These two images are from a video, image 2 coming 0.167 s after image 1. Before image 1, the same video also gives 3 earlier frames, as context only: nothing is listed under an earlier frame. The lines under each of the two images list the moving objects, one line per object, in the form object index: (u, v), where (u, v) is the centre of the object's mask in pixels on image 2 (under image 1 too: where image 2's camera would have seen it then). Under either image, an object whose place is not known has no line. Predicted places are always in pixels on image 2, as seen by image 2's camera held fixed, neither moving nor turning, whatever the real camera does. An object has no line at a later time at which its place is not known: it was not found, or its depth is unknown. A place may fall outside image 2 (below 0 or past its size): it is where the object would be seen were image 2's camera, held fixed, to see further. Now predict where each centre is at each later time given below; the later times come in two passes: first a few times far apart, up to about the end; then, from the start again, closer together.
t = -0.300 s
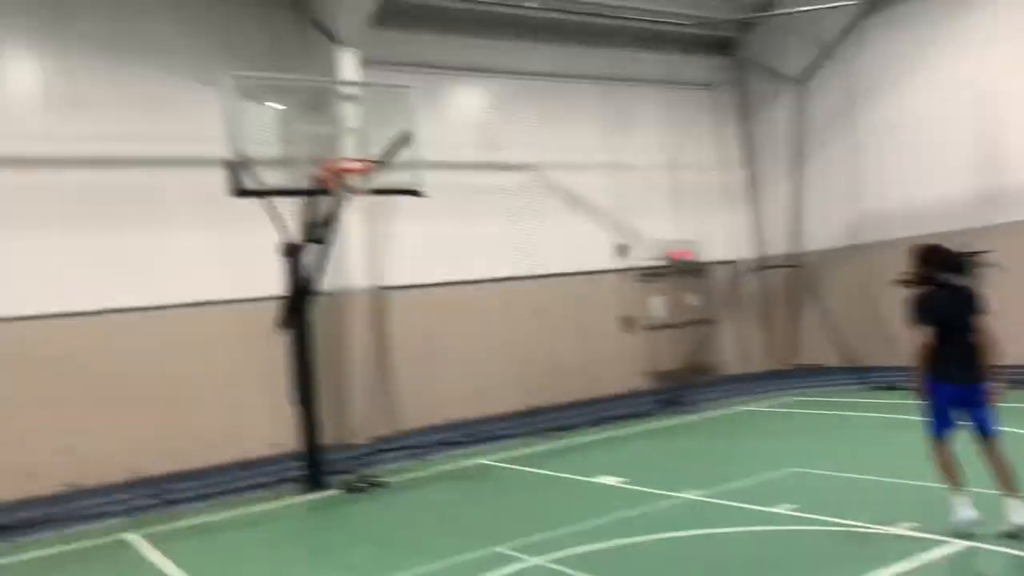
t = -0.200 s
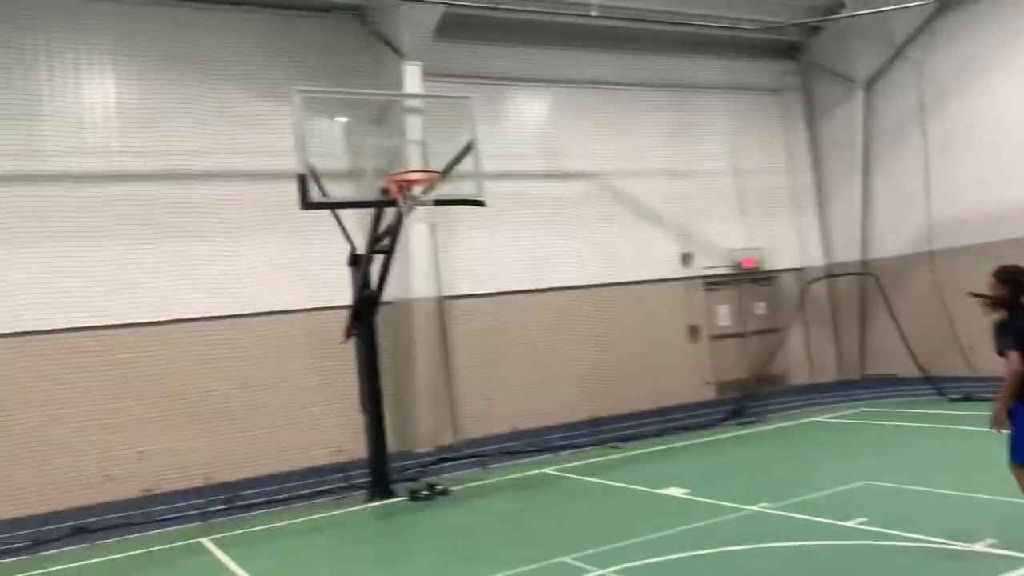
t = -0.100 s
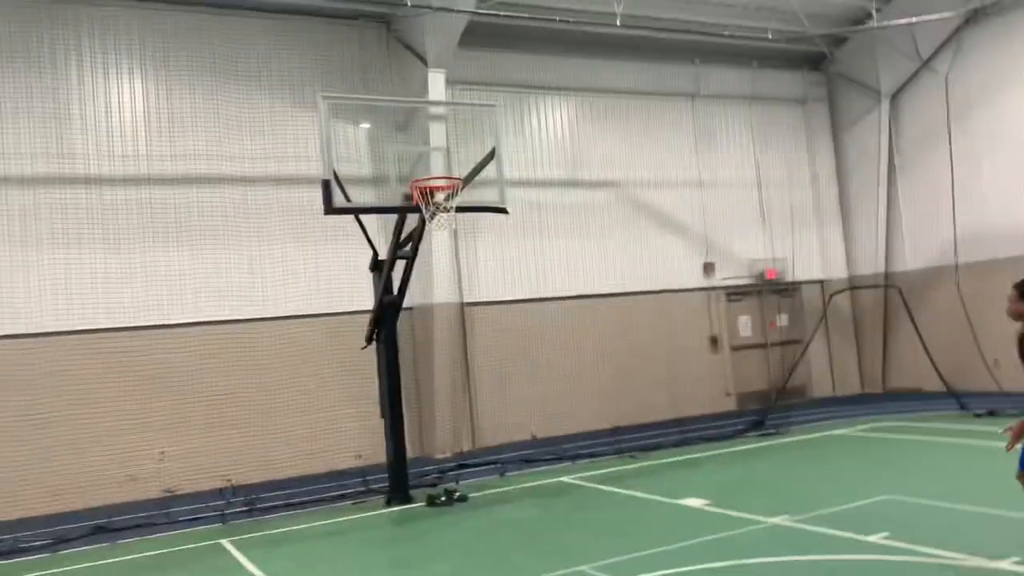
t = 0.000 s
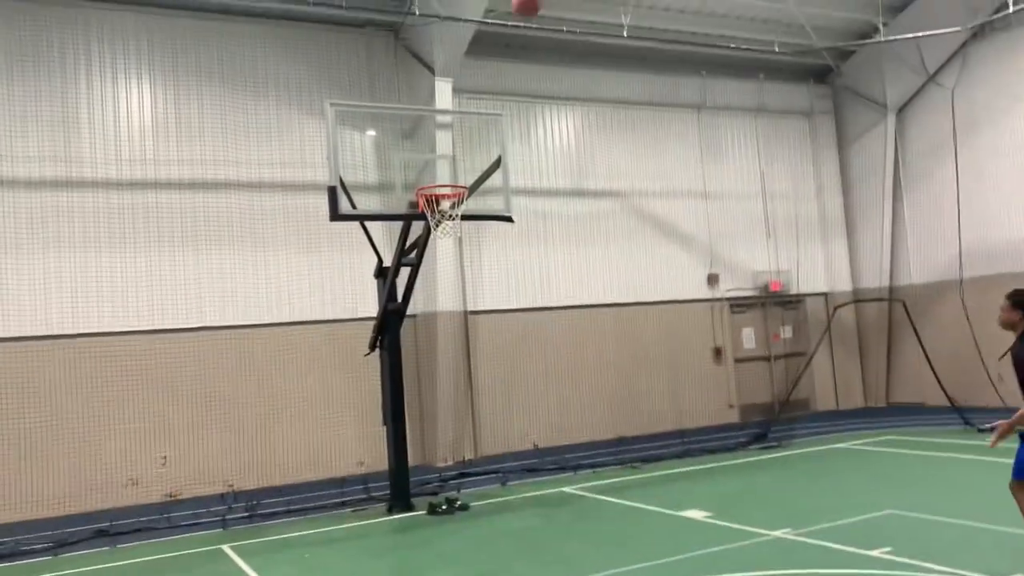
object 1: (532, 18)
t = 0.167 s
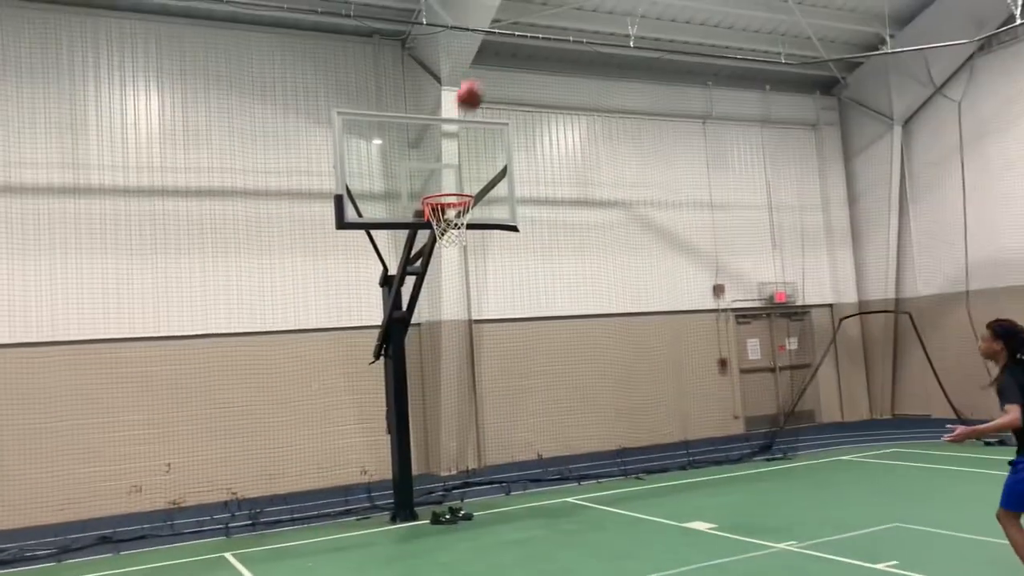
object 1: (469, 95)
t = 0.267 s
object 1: (434, 154)
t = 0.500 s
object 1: (341, 177)
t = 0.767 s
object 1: (232, 224)
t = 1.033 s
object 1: (132, 353)
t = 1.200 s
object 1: (66, 480)
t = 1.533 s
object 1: (-85, 455)
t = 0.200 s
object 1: (457, 114)
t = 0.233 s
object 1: (446, 134)
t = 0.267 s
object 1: (434, 154)
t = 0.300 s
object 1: (424, 175)
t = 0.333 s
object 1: (413, 186)
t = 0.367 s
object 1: (398, 182)
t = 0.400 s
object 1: (384, 179)
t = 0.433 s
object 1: (370, 177)
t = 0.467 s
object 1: (355, 175)
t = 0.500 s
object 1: (341, 177)
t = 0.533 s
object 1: (328, 179)
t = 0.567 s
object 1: (313, 181)
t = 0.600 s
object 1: (299, 185)
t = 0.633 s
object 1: (285, 190)
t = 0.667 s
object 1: (271, 197)
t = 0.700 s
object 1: (259, 204)
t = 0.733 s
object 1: (244, 214)
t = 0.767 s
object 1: (232, 224)
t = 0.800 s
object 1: (219, 235)
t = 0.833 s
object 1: (206, 249)
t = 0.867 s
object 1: (194, 262)
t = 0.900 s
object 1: (180, 278)
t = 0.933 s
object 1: (166, 295)
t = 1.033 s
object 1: (132, 353)
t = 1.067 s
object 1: (117, 376)
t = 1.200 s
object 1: (66, 480)
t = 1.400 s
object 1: (-29, 520)
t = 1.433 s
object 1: (-45, 501)
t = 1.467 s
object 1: (-58, 485)
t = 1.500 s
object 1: (-72, 470)
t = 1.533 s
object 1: (-85, 455)
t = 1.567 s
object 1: (-95, 440)
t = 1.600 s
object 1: (-113, 430)
